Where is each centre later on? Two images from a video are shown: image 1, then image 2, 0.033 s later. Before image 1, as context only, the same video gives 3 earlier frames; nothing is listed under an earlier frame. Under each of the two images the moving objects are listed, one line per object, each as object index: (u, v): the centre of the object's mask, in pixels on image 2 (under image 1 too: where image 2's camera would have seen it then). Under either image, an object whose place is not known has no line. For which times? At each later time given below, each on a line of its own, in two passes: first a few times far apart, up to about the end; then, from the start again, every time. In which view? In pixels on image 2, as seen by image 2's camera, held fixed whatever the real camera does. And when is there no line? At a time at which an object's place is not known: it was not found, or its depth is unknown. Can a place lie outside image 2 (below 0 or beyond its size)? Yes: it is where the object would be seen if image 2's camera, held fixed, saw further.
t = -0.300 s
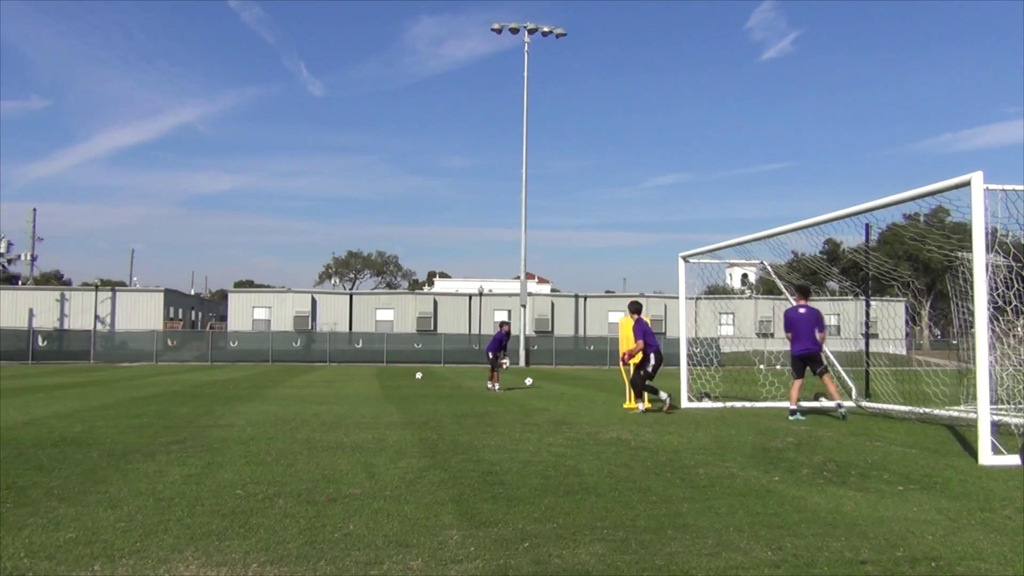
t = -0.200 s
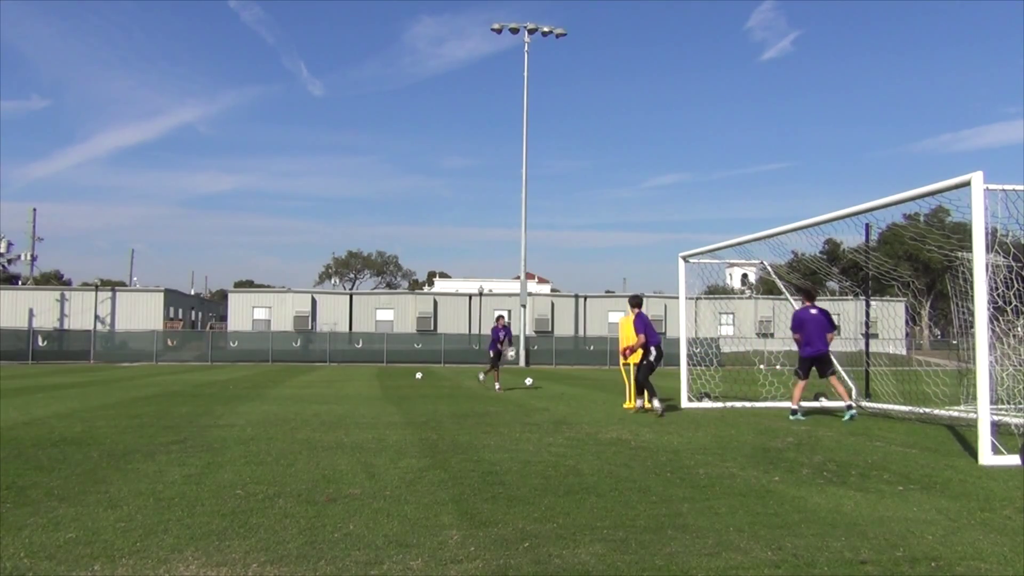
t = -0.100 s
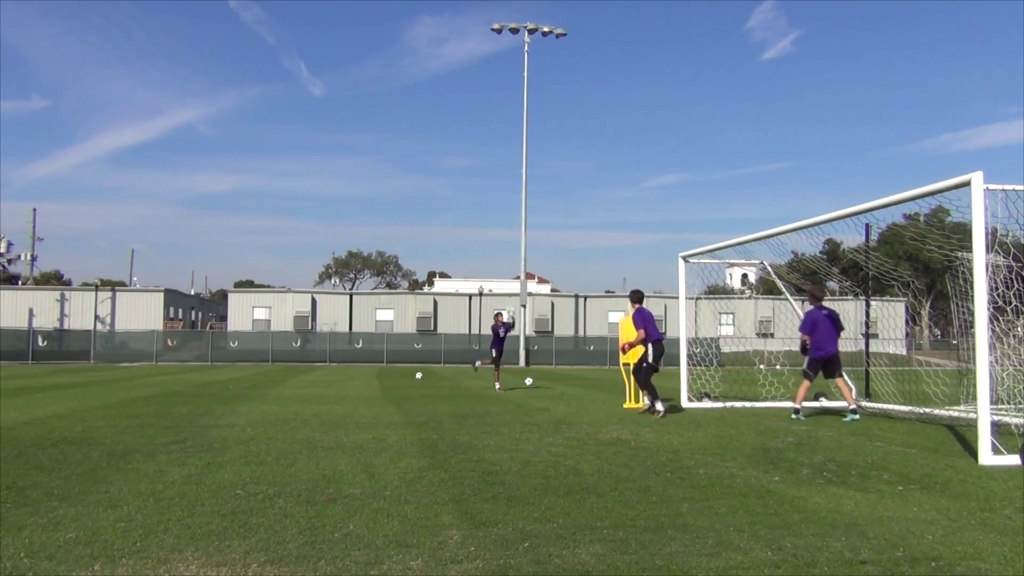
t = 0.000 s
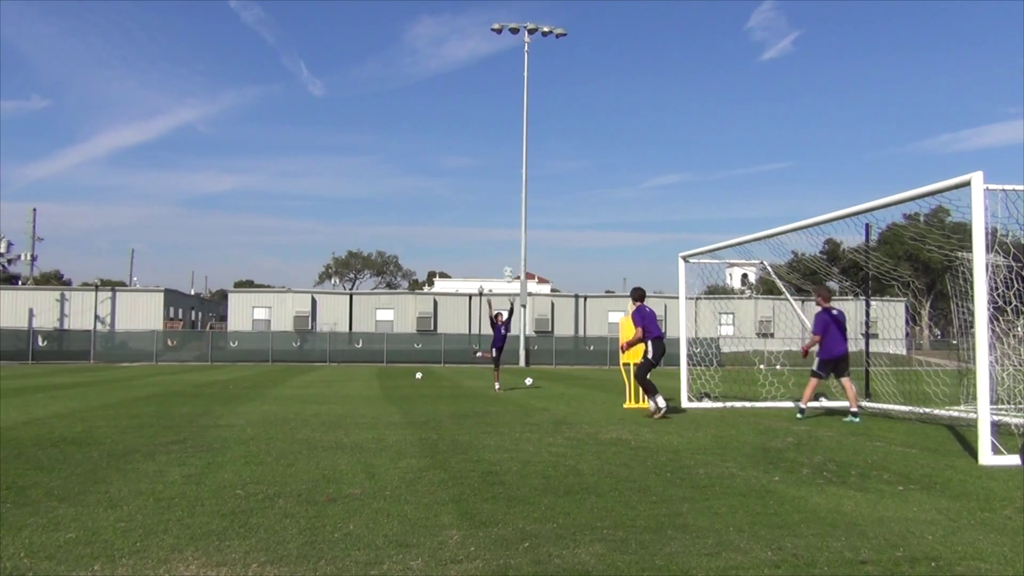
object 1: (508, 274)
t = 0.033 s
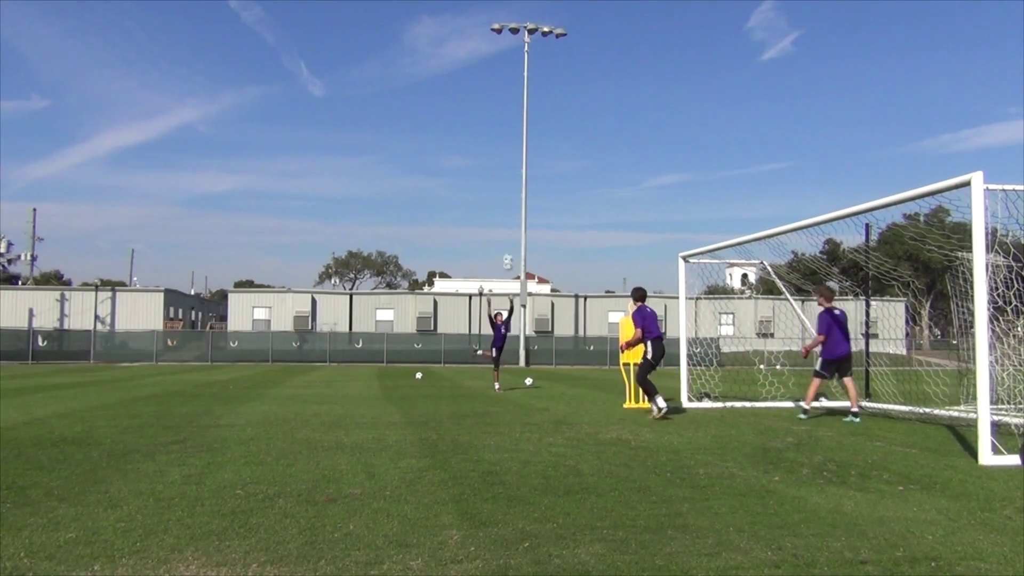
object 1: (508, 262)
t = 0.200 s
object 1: (504, 204)
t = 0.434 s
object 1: (498, 135)
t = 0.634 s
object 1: (493, 93)
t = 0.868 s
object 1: (486, 67)
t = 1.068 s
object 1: (479, 70)
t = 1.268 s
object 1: (470, 102)
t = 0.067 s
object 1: (507, 250)
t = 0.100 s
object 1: (506, 238)
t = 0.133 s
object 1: (506, 226)
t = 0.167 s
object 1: (505, 214)
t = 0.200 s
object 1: (504, 204)
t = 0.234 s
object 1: (503, 192)
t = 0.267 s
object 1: (502, 182)
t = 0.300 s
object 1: (502, 172)
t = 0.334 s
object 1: (501, 162)
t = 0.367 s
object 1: (500, 153)
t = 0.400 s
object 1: (499, 144)
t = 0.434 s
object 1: (498, 135)
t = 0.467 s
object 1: (497, 127)
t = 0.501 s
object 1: (497, 119)
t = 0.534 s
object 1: (496, 112)
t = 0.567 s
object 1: (495, 105)
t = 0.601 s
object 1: (494, 99)
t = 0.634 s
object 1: (493, 93)
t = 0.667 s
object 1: (492, 88)
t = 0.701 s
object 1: (491, 82)
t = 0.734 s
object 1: (490, 78)
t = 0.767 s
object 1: (489, 75)
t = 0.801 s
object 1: (488, 71)
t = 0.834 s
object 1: (487, 69)
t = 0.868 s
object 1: (486, 67)
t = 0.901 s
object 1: (485, 66)
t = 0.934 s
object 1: (484, 65)
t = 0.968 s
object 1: (482, 65)
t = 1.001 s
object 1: (481, 66)
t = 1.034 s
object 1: (480, 68)
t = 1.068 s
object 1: (479, 70)
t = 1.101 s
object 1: (477, 73)
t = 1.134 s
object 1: (476, 77)
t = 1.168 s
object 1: (474, 82)
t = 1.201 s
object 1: (473, 87)
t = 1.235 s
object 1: (471, 94)
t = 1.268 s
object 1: (470, 102)
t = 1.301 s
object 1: (468, 111)
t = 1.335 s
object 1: (466, 121)
